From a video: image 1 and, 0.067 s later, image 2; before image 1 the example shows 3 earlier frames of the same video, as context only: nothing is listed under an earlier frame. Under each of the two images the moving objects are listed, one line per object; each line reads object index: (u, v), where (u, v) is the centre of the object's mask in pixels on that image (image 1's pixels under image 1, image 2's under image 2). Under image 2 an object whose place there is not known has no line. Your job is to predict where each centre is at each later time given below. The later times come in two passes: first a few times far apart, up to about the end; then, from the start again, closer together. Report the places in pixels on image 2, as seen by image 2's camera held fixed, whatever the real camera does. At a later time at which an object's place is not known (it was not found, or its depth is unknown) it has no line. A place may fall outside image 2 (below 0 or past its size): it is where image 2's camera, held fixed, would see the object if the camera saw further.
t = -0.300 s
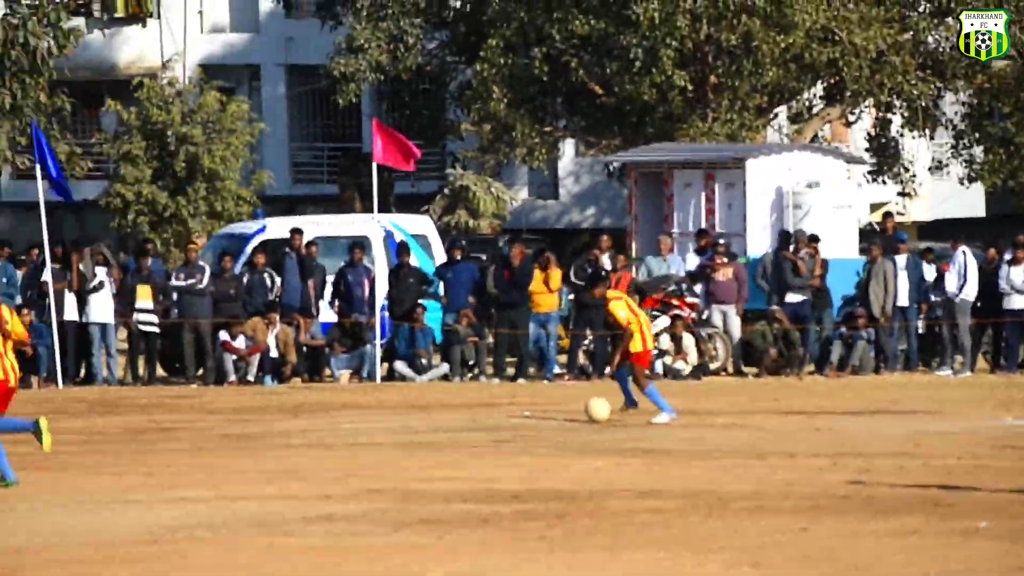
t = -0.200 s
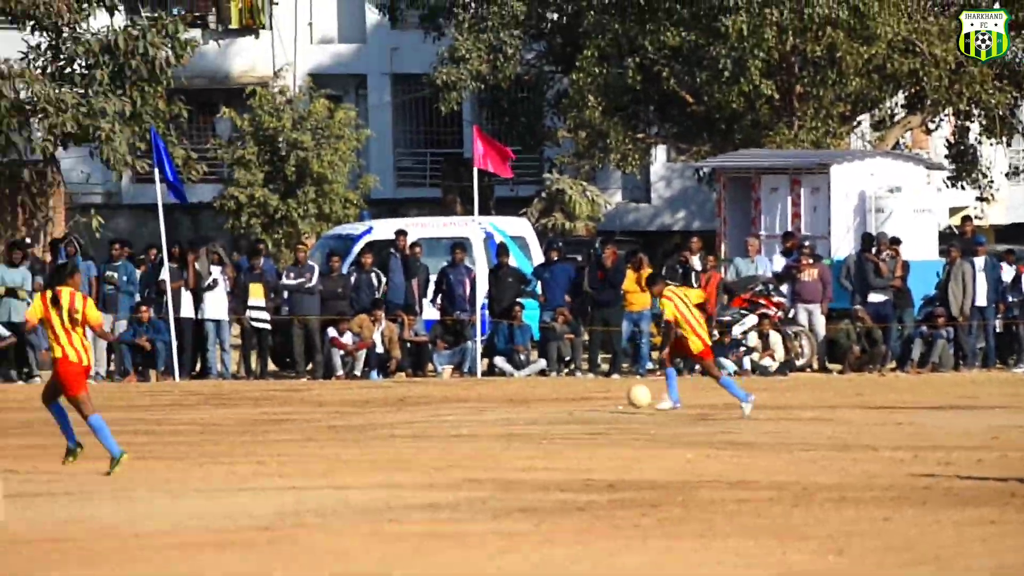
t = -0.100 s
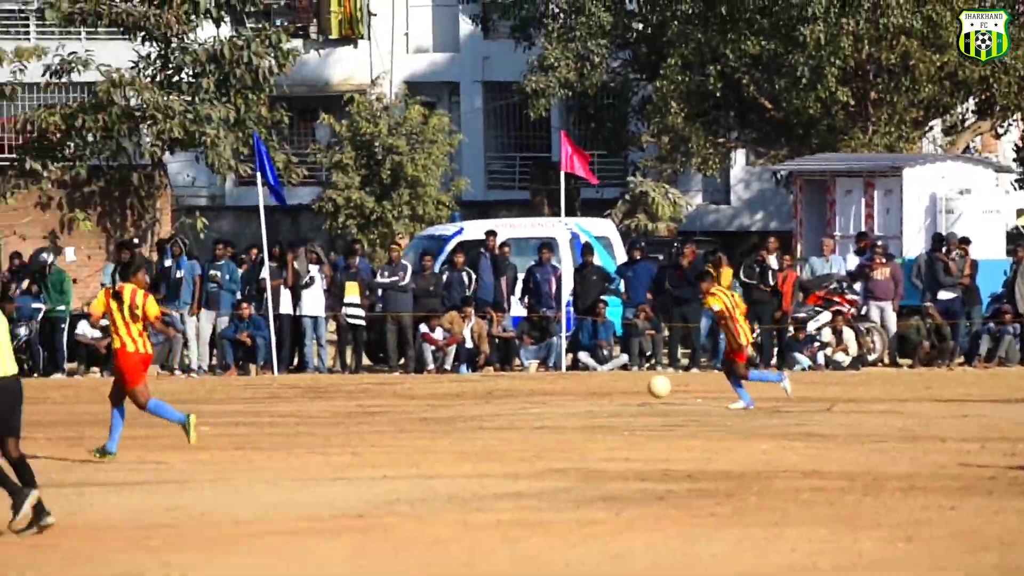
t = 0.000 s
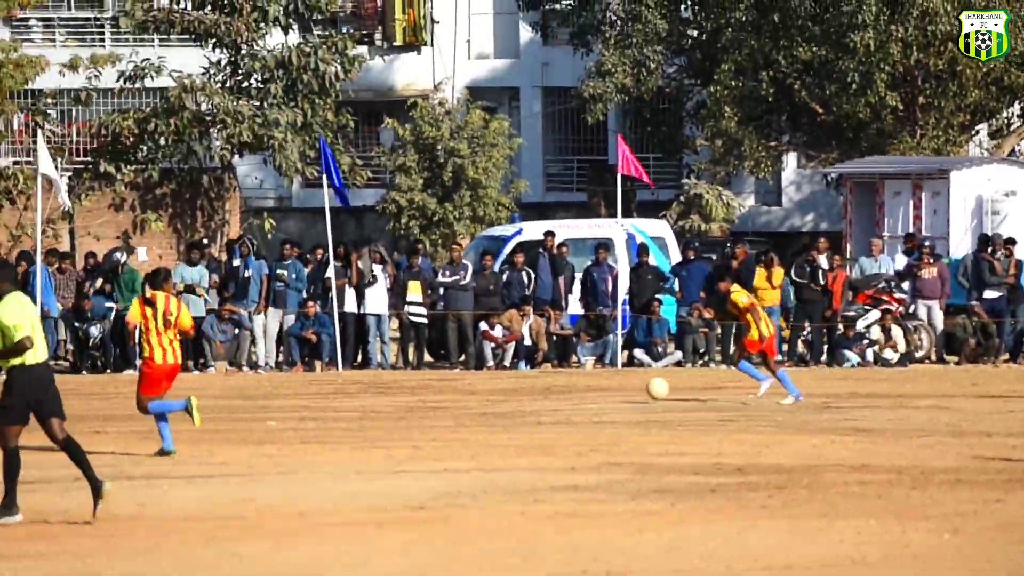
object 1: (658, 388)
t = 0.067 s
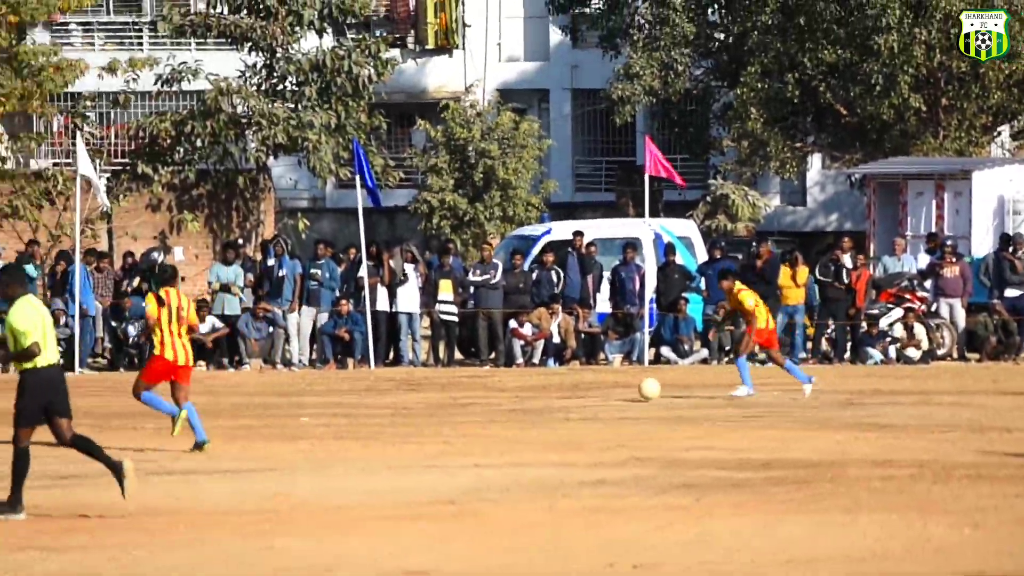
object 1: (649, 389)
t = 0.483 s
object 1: (466, 397)
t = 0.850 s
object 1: (312, 390)
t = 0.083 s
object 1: (642, 388)
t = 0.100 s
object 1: (635, 387)
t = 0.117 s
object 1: (628, 387)
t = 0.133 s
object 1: (621, 386)
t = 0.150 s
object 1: (613, 387)
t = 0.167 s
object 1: (606, 386)
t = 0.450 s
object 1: (481, 396)
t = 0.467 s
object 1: (473, 396)
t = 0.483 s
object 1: (466, 397)
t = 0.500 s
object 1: (458, 398)
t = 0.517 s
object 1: (451, 397)
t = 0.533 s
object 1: (444, 396)
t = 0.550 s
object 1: (437, 395)
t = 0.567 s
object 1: (430, 394)
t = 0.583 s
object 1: (423, 393)
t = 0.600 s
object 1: (416, 392)
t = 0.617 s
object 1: (409, 392)
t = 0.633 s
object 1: (402, 392)
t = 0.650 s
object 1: (394, 392)
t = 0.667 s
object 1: (387, 393)
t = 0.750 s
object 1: (354, 392)
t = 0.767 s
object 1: (347, 390)
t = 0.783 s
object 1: (340, 389)
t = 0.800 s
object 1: (333, 389)
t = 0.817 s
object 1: (326, 389)
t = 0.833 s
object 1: (319, 390)
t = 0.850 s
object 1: (312, 390)
